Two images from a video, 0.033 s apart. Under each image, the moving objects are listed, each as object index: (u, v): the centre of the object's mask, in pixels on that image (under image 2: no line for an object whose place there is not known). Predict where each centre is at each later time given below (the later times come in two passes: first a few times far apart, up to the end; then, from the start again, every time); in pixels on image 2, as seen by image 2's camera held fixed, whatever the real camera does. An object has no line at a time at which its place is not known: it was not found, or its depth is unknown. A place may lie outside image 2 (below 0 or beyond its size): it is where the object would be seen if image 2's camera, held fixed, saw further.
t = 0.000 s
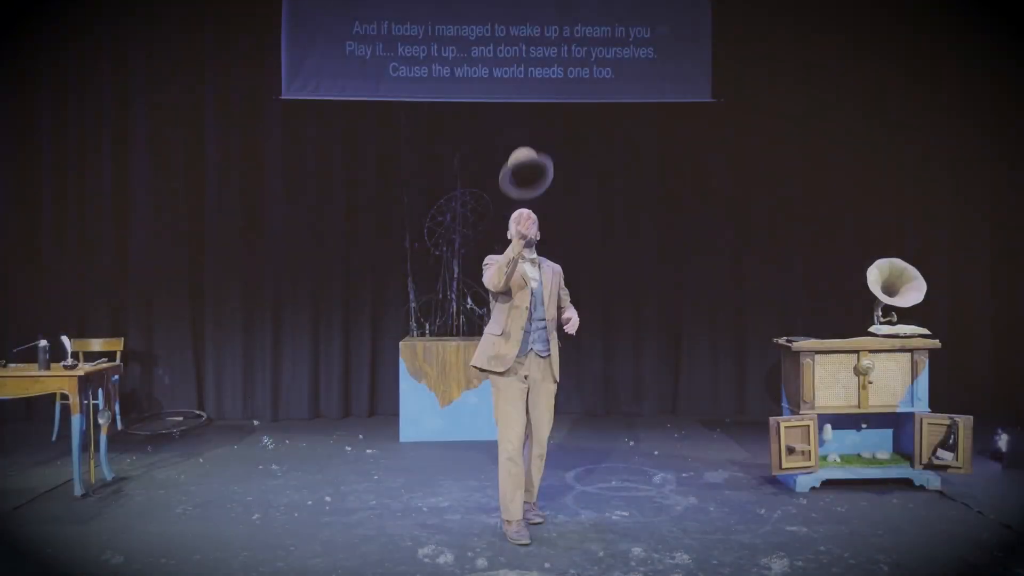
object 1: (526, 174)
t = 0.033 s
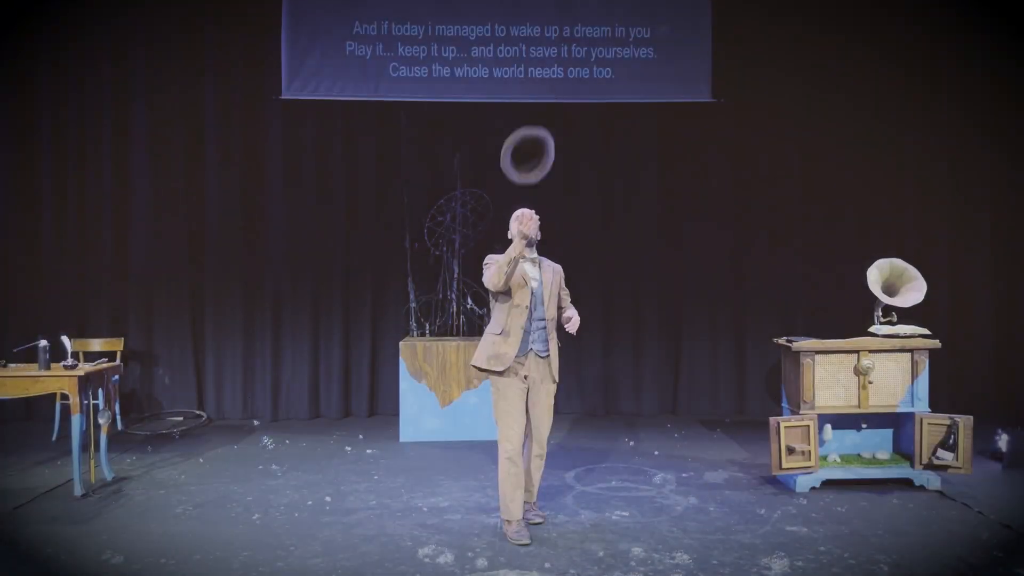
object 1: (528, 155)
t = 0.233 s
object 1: (533, 92)
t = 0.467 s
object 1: (544, 112)
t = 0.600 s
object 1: (544, 169)
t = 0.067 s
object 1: (529, 137)
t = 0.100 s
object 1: (530, 122)
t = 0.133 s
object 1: (532, 109)
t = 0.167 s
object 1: (533, 99)
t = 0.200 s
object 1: (533, 94)
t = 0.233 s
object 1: (533, 92)
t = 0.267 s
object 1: (532, 93)
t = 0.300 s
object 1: (532, 93)
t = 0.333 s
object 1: (536, 90)
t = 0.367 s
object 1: (538, 91)
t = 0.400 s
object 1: (541, 94)
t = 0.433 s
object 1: (543, 101)
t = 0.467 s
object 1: (544, 112)
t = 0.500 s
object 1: (544, 124)
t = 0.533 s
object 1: (545, 138)
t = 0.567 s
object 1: (545, 153)
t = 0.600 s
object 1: (544, 169)
